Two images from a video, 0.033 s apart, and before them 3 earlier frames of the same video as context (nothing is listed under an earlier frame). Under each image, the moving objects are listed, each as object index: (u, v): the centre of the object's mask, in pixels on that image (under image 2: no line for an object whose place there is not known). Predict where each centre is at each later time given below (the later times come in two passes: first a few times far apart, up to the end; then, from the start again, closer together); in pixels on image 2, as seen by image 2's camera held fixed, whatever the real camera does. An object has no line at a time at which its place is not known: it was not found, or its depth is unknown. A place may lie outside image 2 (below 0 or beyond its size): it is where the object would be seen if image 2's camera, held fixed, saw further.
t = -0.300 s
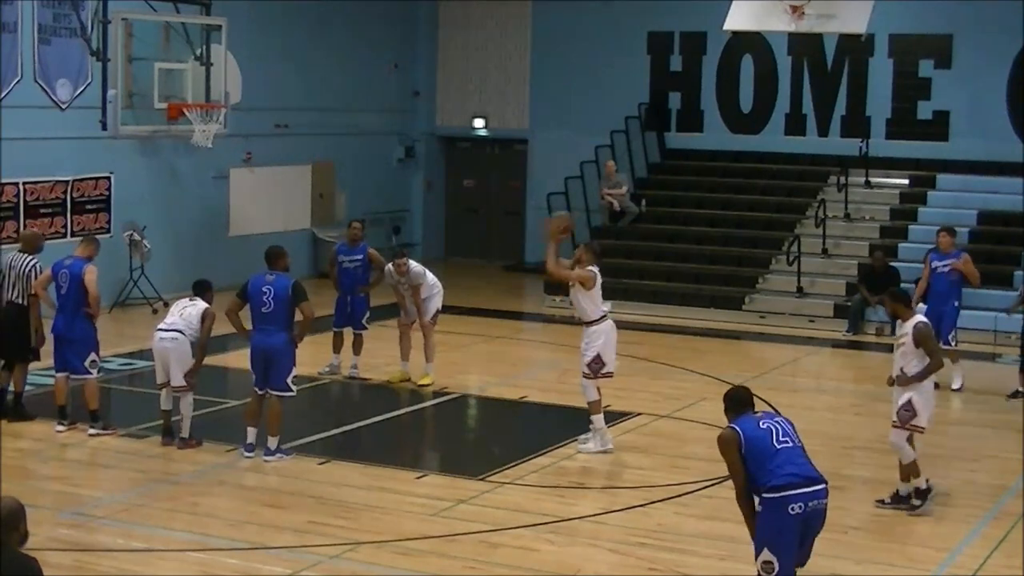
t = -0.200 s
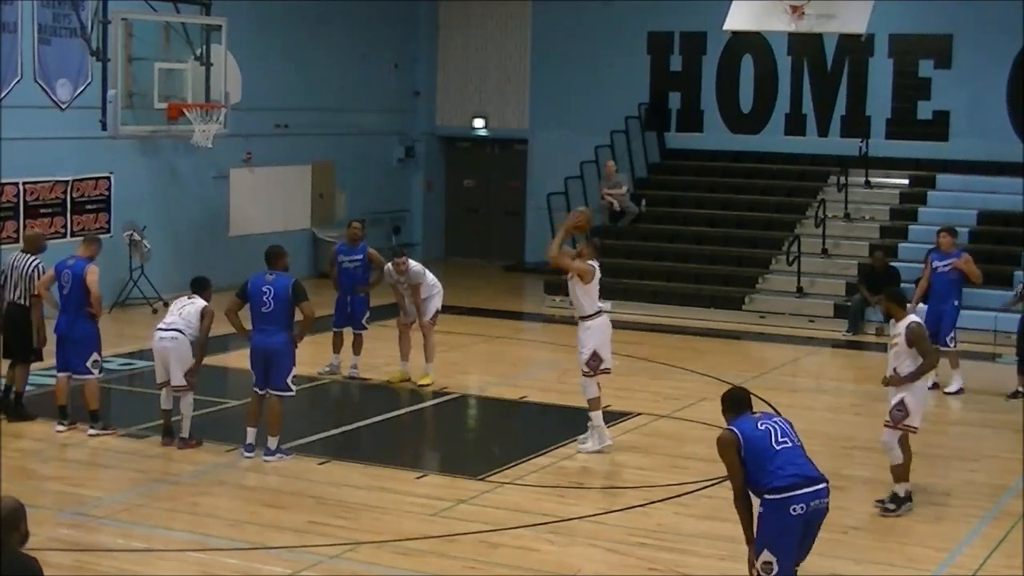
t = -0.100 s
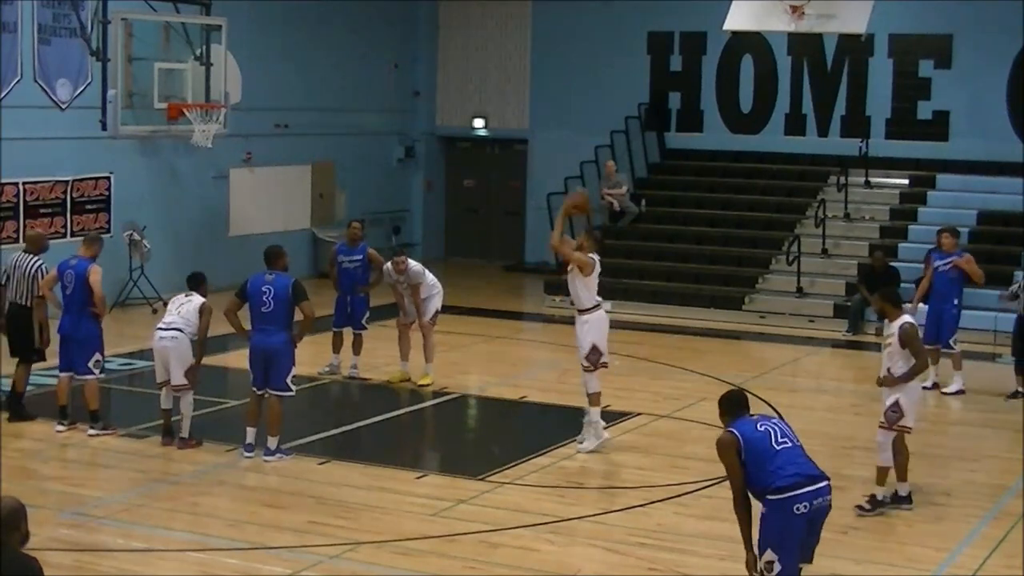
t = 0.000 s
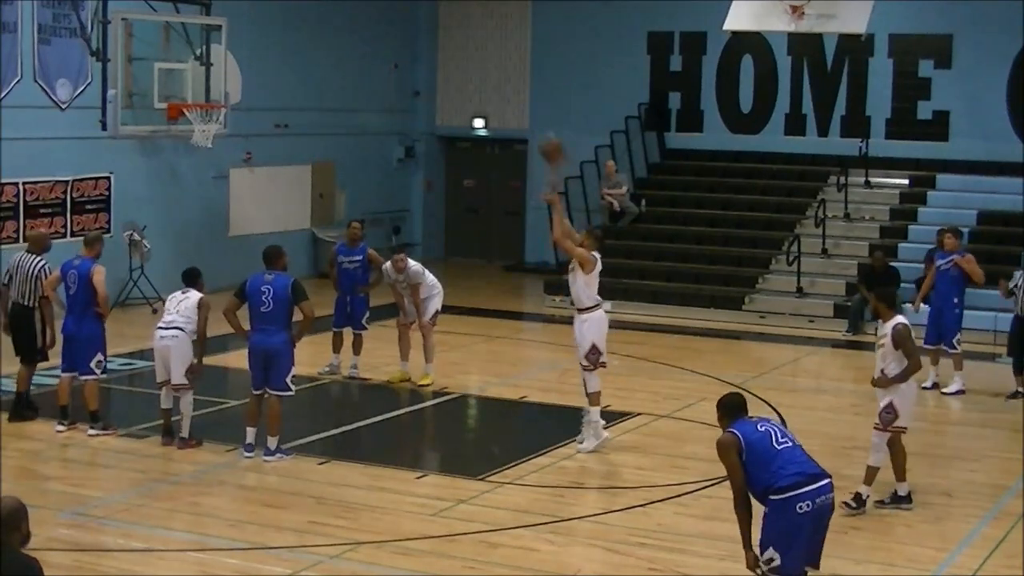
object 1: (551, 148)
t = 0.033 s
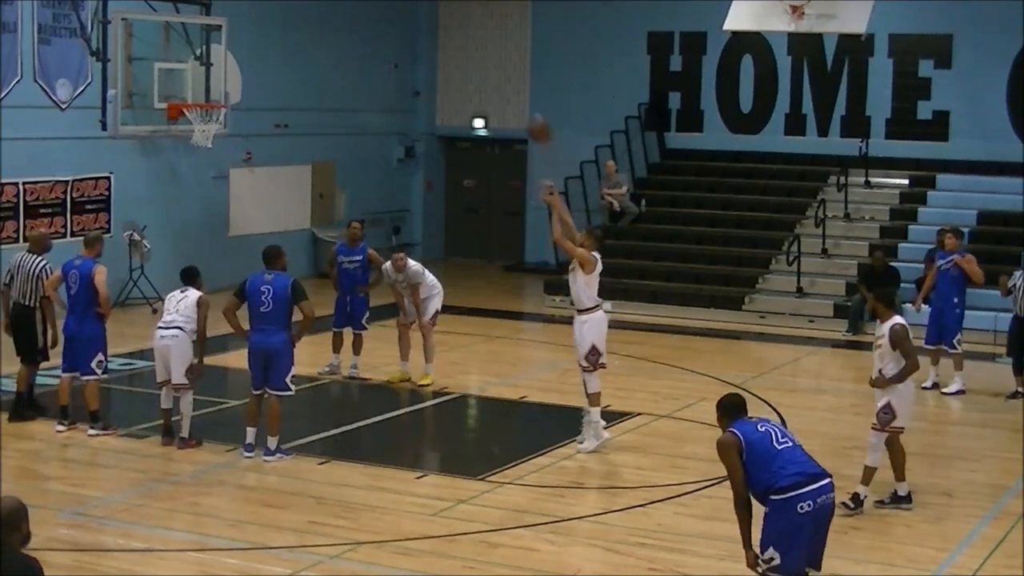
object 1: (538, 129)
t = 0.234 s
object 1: (462, 39)
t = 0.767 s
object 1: (273, 12)
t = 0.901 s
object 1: (229, 50)
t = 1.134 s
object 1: (215, 85)
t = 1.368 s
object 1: (231, 45)
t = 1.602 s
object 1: (246, 55)
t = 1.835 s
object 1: (263, 123)
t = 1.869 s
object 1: (265, 138)
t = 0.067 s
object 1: (525, 110)
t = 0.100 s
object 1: (512, 91)
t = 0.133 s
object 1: (499, 76)
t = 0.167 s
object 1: (487, 63)
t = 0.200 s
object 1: (475, 51)
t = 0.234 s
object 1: (462, 39)
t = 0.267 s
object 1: (451, 28)
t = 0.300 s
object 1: (438, 18)
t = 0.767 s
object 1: (273, 12)
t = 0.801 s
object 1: (261, 19)
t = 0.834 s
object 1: (251, 28)
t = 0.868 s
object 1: (241, 38)
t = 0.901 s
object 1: (229, 50)
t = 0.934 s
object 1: (219, 61)
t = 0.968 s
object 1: (207, 74)
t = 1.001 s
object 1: (195, 88)
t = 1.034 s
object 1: (191, 96)
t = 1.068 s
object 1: (204, 96)
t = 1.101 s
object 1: (213, 94)
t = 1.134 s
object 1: (215, 85)
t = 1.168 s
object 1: (217, 76)
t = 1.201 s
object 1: (220, 68)
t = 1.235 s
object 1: (222, 61)
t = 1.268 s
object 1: (224, 56)
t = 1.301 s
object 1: (226, 52)
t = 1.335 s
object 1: (228, 48)
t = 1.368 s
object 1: (231, 45)
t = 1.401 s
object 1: (233, 43)
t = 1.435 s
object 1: (235, 43)
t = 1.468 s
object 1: (237, 43)
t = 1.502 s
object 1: (239, 44)
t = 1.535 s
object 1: (241, 47)
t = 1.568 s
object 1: (244, 51)
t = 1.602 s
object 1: (246, 55)
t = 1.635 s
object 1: (248, 62)
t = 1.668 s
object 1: (252, 69)
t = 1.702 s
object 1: (254, 77)
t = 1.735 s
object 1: (256, 87)
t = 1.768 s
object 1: (258, 98)
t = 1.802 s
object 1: (259, 109)
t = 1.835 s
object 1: (263, 123)
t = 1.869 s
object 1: (265, 138)
